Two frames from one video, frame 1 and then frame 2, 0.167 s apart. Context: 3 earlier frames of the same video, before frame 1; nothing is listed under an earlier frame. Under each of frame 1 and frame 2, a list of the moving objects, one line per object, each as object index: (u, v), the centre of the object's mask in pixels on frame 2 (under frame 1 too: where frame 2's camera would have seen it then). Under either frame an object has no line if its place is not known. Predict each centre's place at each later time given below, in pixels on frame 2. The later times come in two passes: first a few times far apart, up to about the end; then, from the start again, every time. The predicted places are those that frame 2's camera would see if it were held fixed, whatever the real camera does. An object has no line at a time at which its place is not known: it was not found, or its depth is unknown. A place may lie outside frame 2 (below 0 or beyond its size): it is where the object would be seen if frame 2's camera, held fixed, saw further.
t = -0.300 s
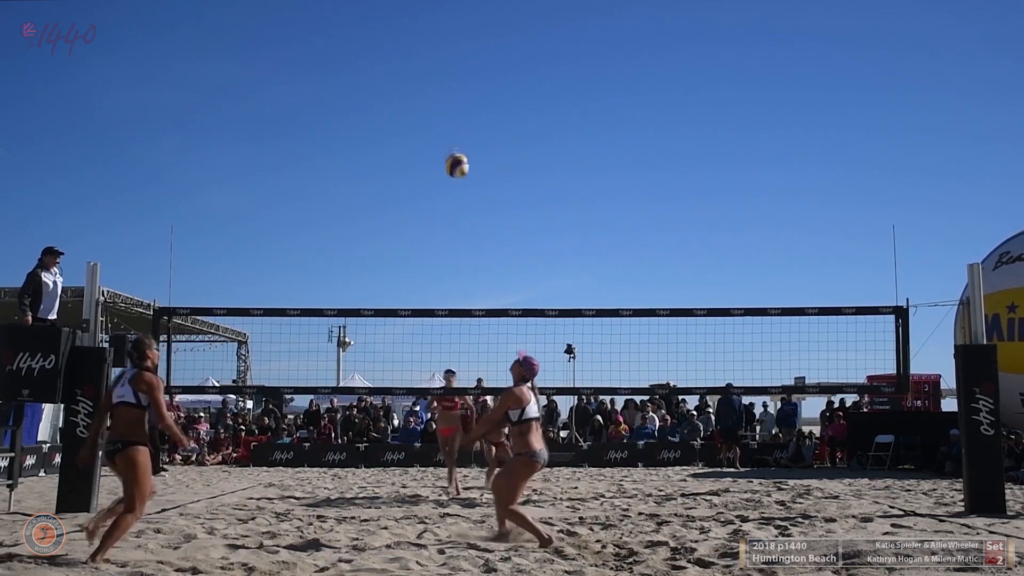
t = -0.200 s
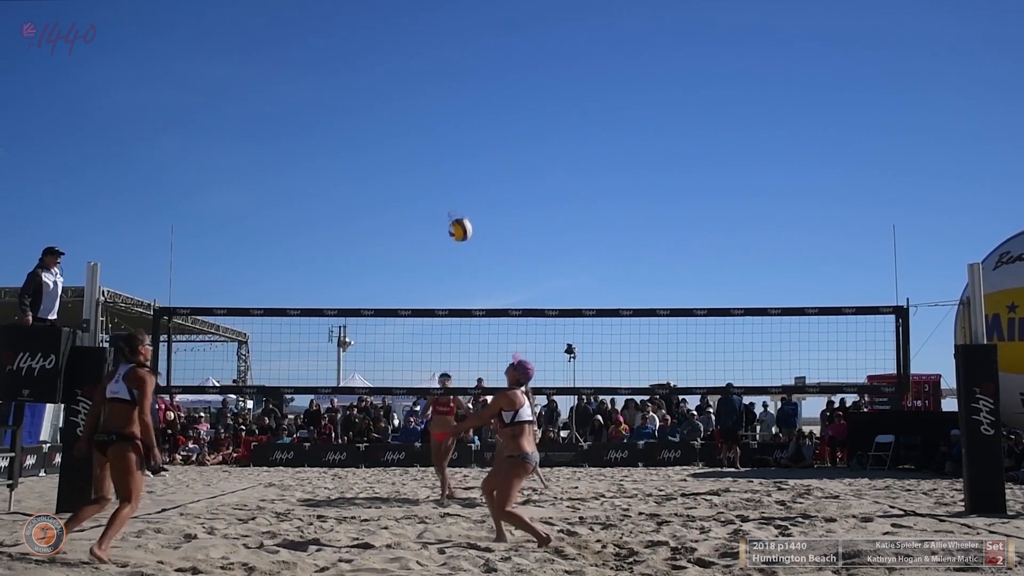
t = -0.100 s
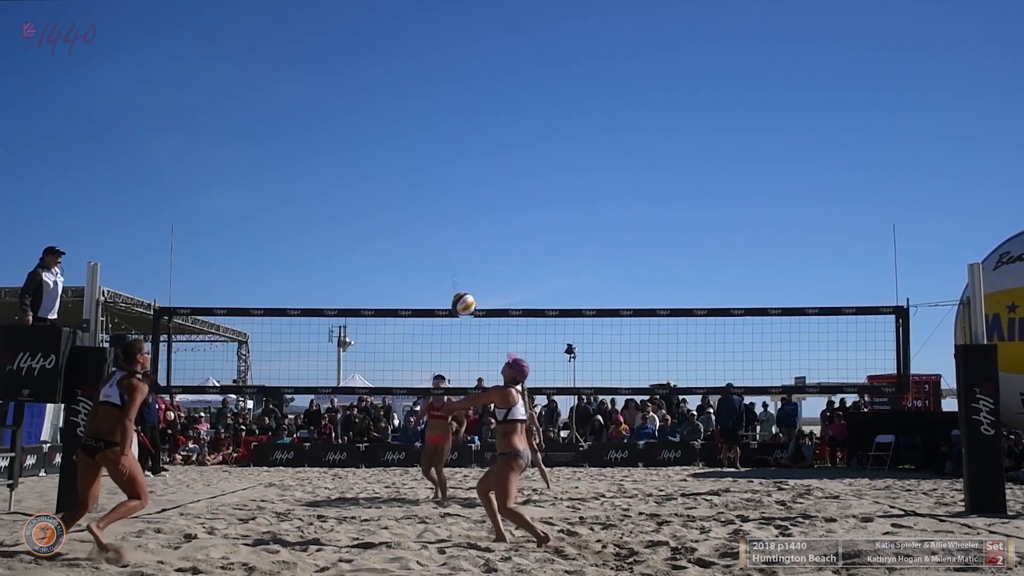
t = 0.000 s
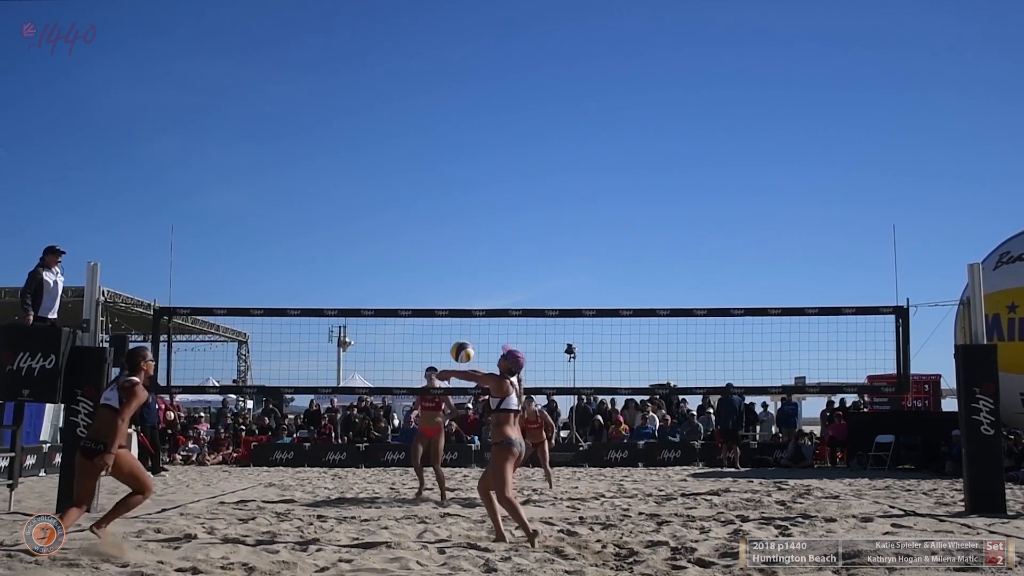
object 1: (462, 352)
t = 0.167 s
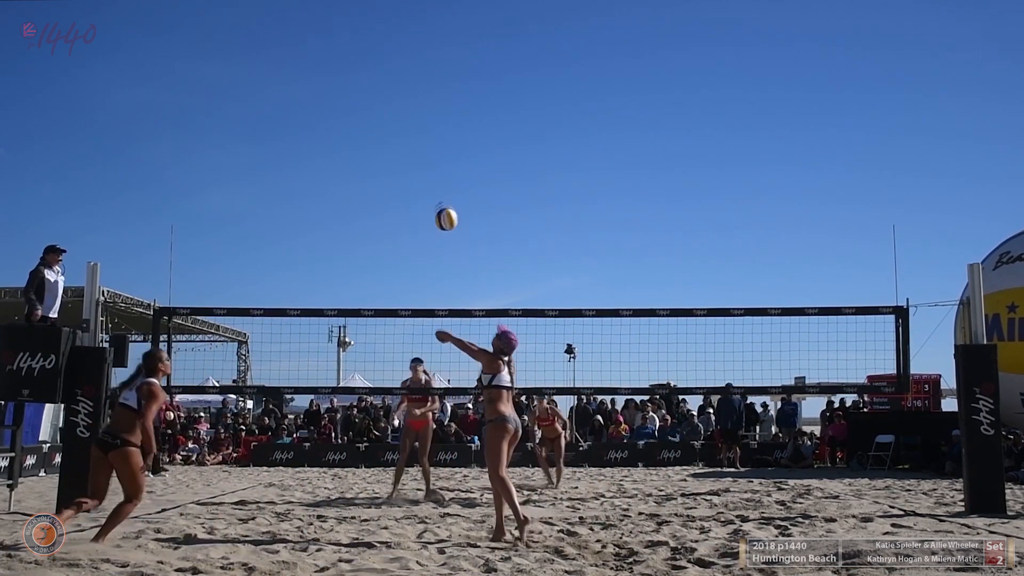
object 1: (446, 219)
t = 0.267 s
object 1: (435, 158)
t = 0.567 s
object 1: (404, 53)
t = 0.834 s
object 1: (375, 47)
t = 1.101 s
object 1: (346, 116)
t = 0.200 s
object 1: (443, 198)
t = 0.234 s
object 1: (439, 177)
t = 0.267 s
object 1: (435, 158)
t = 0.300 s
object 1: (432, 141)
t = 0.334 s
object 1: (429, 125)
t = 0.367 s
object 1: (425, 111)
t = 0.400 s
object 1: (422, 98)
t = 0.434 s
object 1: (419, 86)
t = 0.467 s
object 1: (415, 76)
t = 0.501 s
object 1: (411, 67)
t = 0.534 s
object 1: (408, 59)
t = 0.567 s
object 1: (404, 53)
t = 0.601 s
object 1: (401, 47)
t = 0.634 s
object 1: (397, 44)
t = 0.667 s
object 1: (393, 41)
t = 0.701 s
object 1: (390, 39)
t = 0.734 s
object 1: (386, 40)
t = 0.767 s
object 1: (383, 41)
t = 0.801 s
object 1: (379, 43)
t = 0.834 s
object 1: (375, 47)
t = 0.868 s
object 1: (372, 51)
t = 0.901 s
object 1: (368, 57)
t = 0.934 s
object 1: (364, 64)
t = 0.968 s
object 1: (361, 72)
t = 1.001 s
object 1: (357, 82)
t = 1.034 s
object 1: (354, 93)
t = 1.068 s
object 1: (350, 104)
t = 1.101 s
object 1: (346, 116)
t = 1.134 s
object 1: (342, 130)
